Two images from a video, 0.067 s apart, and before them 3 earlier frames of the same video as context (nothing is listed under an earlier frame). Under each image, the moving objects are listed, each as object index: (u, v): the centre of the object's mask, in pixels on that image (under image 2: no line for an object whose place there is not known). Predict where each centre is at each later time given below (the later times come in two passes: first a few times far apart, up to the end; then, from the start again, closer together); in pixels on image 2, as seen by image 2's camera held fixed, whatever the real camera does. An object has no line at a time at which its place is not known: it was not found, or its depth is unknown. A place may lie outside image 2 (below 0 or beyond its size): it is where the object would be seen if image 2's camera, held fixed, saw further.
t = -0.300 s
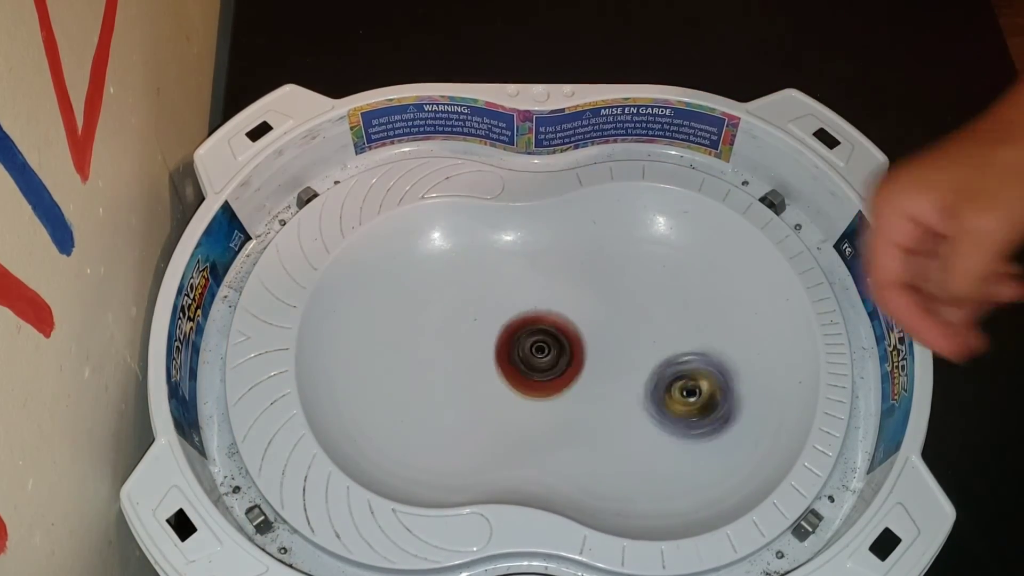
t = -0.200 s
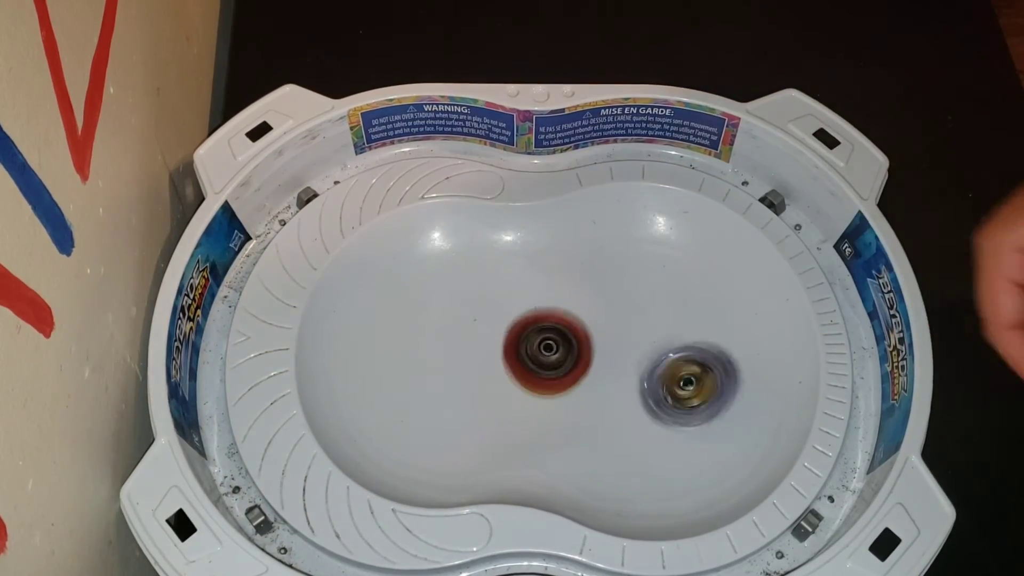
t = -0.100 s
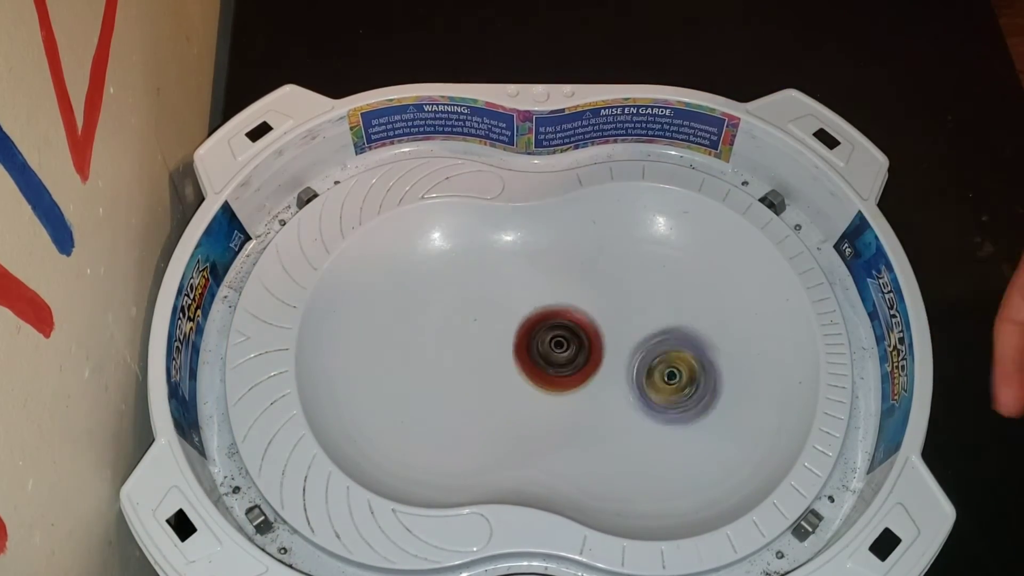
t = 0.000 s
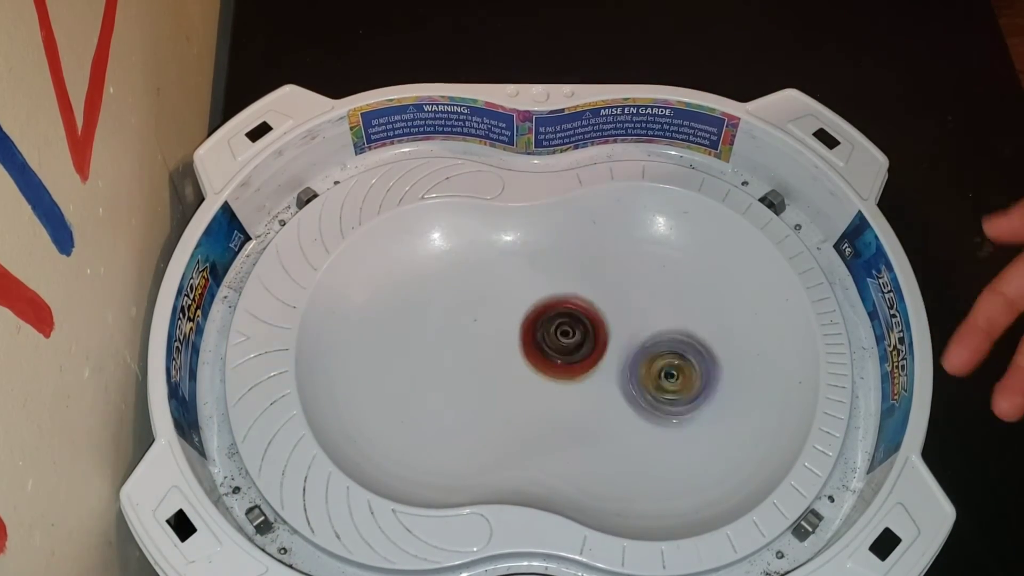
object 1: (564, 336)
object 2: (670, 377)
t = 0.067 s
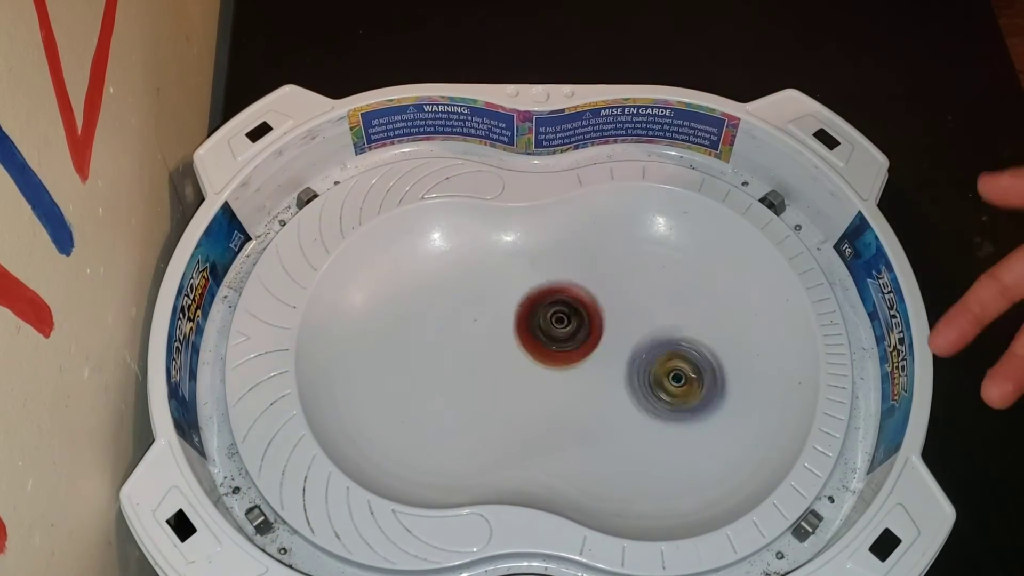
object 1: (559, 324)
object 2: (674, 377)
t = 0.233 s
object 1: (523, 312)
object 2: (657, 385)
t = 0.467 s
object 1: (521, 351)
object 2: (628, 385)
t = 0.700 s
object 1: (533, 349)
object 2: (657, 383)
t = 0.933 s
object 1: (506, 330)
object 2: (667, 366)
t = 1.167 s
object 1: (501, 340)
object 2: (643, 348)
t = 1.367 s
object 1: (533, 353)
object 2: (633, 348)
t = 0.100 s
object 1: (554, 318)
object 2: (674, 377)
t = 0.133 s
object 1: (547, 315)
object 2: (670, 378)
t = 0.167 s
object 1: (539, 312)
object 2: (666, 379)
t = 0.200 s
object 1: (532, 312)
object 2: (661, 382)
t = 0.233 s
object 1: (523, 312)
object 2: (657, 385)
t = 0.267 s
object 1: (516, 314)
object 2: (650, 387)
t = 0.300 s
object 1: (509, 318)
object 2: (647, 388)
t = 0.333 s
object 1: (506, 324)
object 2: (642, 388)
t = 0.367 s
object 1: (507, 331)
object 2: (638, 388)
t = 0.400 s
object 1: (509, 337)
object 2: (634, 386)
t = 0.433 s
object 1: (514, 345)
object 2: (630, 386)
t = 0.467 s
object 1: (521, 351)
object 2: (628, 385)
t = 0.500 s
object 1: (529, 357)
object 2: (623, 383)
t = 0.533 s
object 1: (533, 358)
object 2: (628, 382)
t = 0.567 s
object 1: (537, 359)
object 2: (634, 384)
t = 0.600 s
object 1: (540, 359)
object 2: (638, 383)
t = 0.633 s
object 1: (539, 356)
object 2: (647, 384)
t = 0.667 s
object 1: (536, 353)
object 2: (653, 384)
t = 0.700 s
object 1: (533, 349)
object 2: (657, 383)
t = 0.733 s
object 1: (530, 345)
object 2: (660, 382)
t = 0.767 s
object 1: (527, 341)
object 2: (662, 381)
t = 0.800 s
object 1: (523, 337)
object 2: (664, 380)
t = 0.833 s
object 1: (519, 335)
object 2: (667, 375)
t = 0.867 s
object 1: (514, 332)
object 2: (667, 373)
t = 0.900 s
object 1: (509, 330)
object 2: (668, 371)
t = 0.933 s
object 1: (506, 330)
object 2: (667, 366)
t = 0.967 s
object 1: (504, 330)
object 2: (666, 363)
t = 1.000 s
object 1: (500, 331)
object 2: (661, 358)
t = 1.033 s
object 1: (498, 332)
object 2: (659, 356)
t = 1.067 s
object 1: (498, 334)
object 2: (655, 352)
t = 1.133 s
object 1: (497, 335)
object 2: (651, 351)
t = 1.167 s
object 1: (501, 340)
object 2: (643, 348)
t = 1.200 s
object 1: (504, 342)
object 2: (642, 346)
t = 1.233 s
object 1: (508, 346)
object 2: (638, 347)
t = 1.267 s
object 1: (514, 348)
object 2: (634, 348)
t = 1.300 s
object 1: (522, 350)
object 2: (631, 348)
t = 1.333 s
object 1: (530, 352)
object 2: (628, 349)
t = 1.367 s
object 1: (533, 353)
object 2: (633, 348)
